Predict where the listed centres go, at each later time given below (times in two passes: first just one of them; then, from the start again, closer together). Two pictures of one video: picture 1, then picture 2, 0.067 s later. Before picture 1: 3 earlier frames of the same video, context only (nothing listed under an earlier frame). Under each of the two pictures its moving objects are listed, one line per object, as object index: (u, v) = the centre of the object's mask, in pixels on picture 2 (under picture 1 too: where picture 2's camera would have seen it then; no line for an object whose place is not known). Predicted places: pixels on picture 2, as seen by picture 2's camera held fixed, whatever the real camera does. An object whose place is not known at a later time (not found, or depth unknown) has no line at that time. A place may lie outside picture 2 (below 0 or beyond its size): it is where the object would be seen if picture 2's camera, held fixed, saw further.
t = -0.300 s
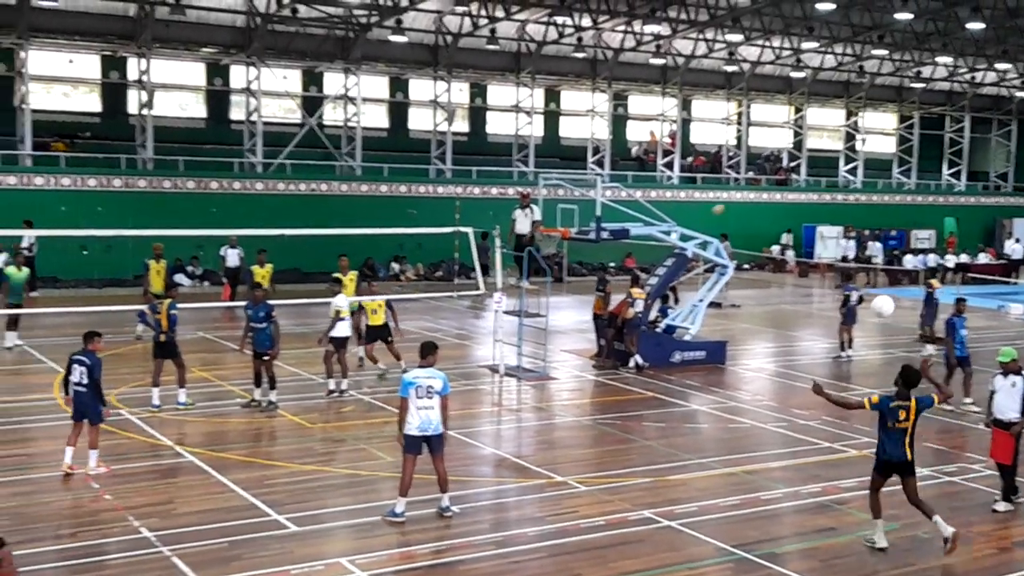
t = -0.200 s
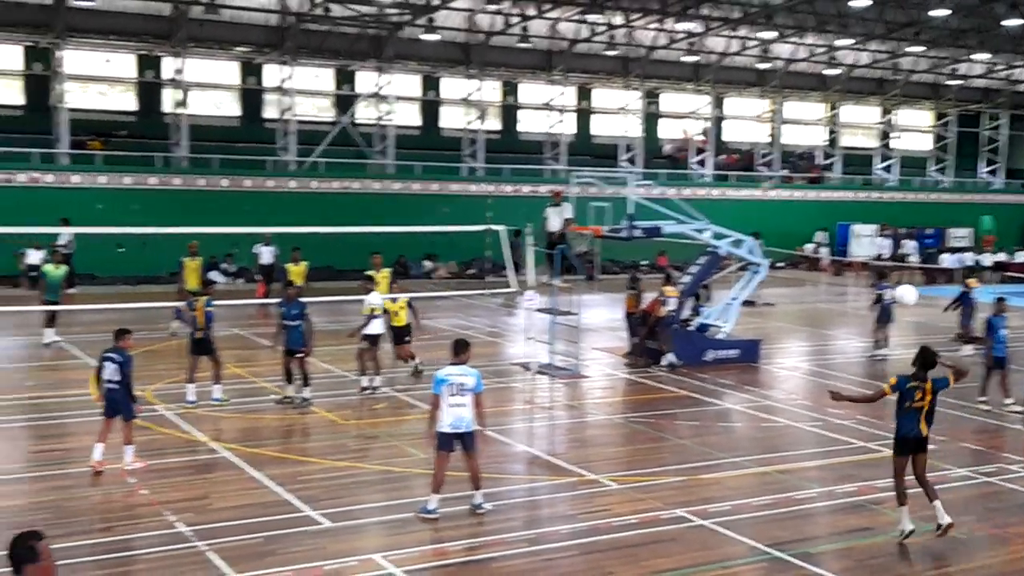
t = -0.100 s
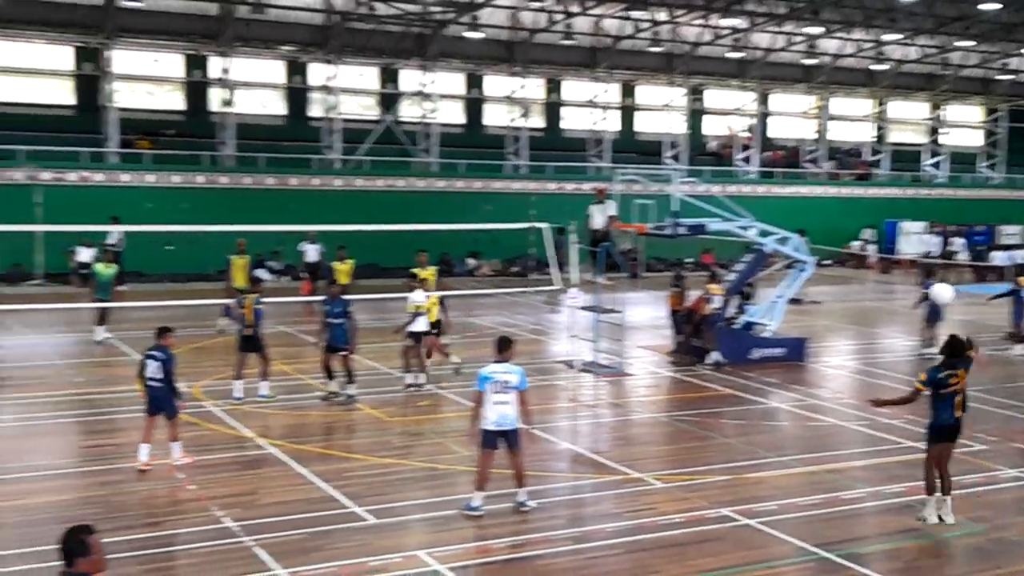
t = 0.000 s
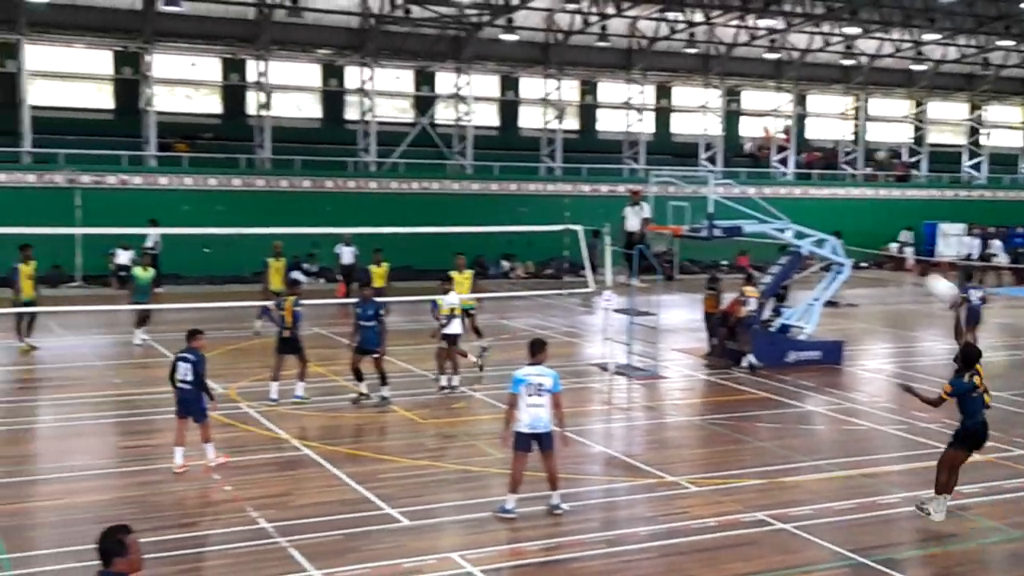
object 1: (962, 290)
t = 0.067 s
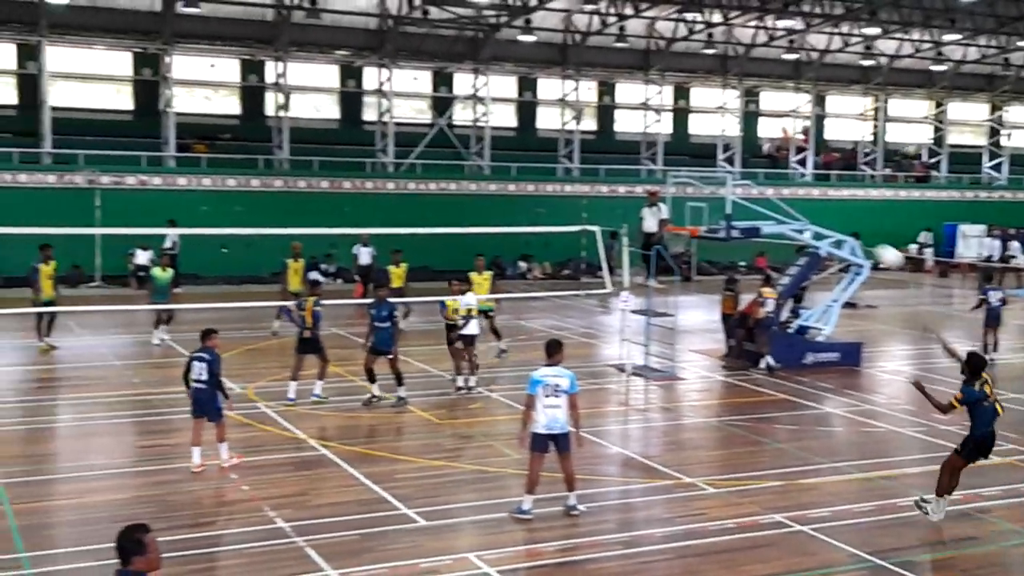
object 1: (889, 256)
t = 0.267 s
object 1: (721, 199)
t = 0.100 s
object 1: (858, 243)
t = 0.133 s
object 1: (827, 231)
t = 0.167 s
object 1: (798, 221)
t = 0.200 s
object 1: (771, 212)
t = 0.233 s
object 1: (747, 205)
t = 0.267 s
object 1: (721, 199)
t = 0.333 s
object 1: (678, 190)
